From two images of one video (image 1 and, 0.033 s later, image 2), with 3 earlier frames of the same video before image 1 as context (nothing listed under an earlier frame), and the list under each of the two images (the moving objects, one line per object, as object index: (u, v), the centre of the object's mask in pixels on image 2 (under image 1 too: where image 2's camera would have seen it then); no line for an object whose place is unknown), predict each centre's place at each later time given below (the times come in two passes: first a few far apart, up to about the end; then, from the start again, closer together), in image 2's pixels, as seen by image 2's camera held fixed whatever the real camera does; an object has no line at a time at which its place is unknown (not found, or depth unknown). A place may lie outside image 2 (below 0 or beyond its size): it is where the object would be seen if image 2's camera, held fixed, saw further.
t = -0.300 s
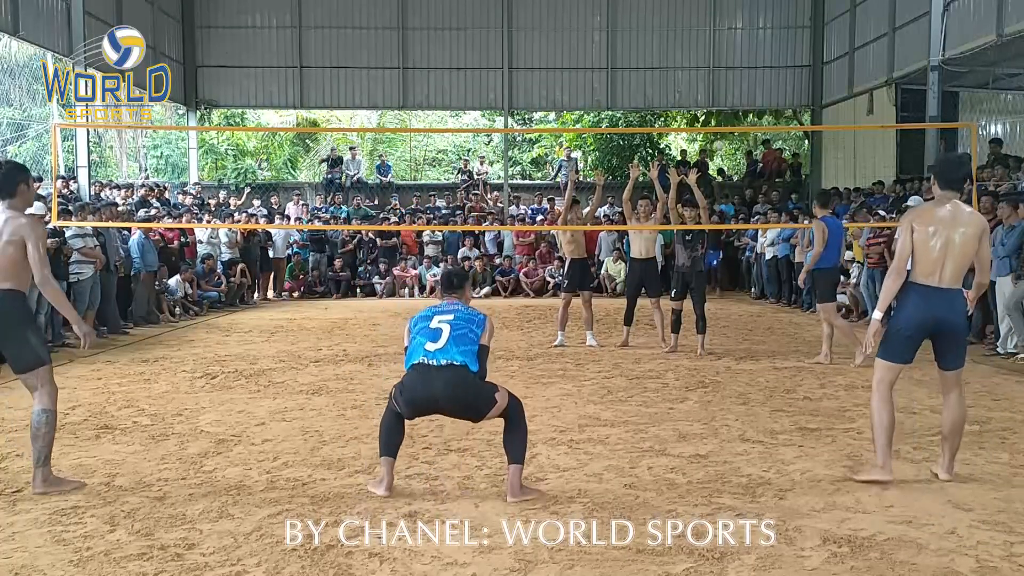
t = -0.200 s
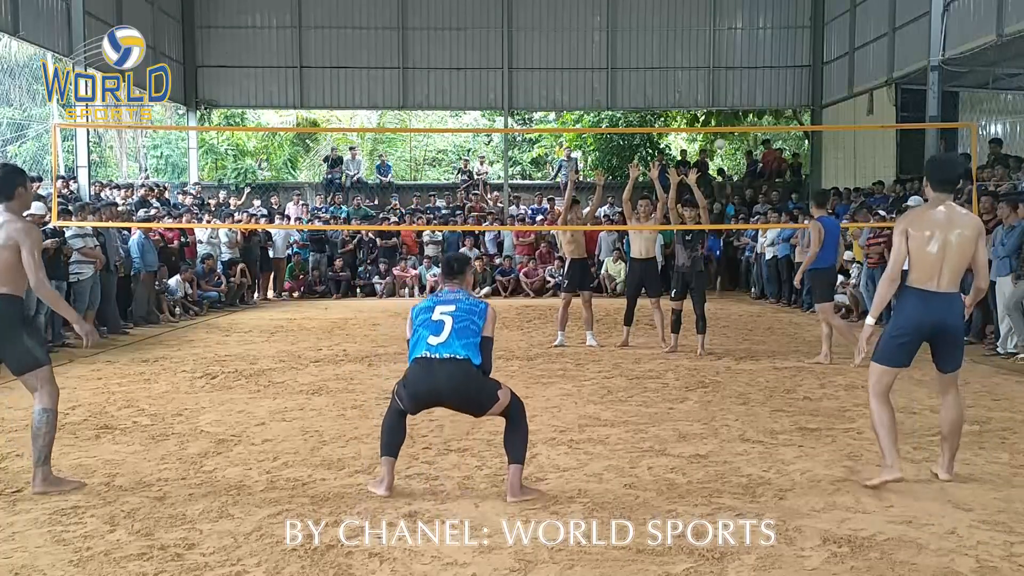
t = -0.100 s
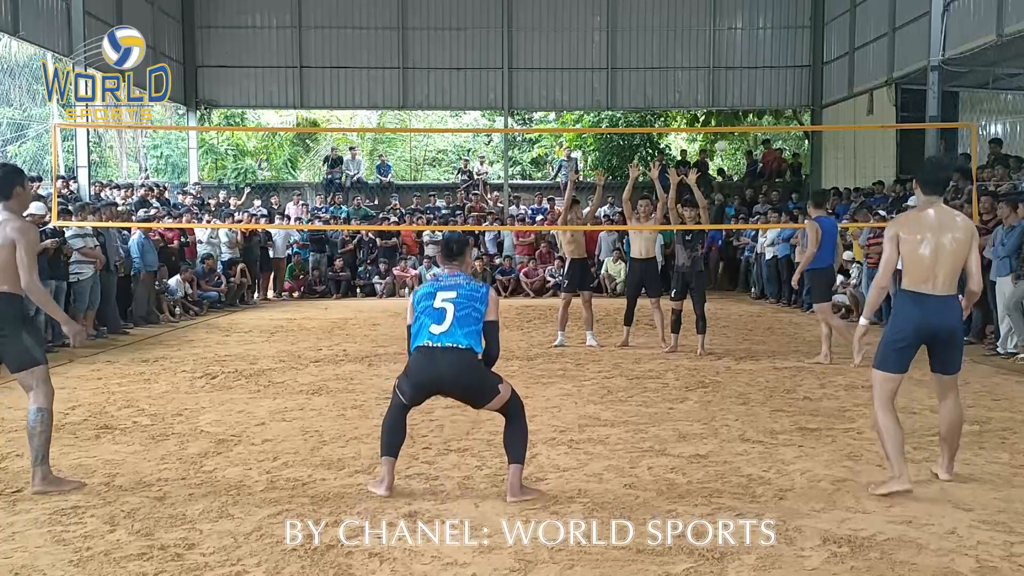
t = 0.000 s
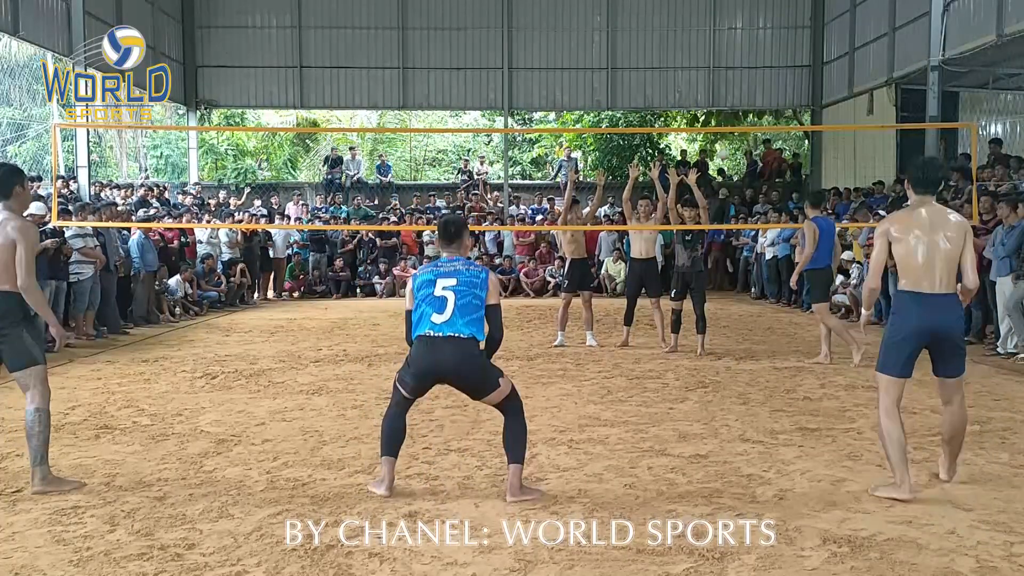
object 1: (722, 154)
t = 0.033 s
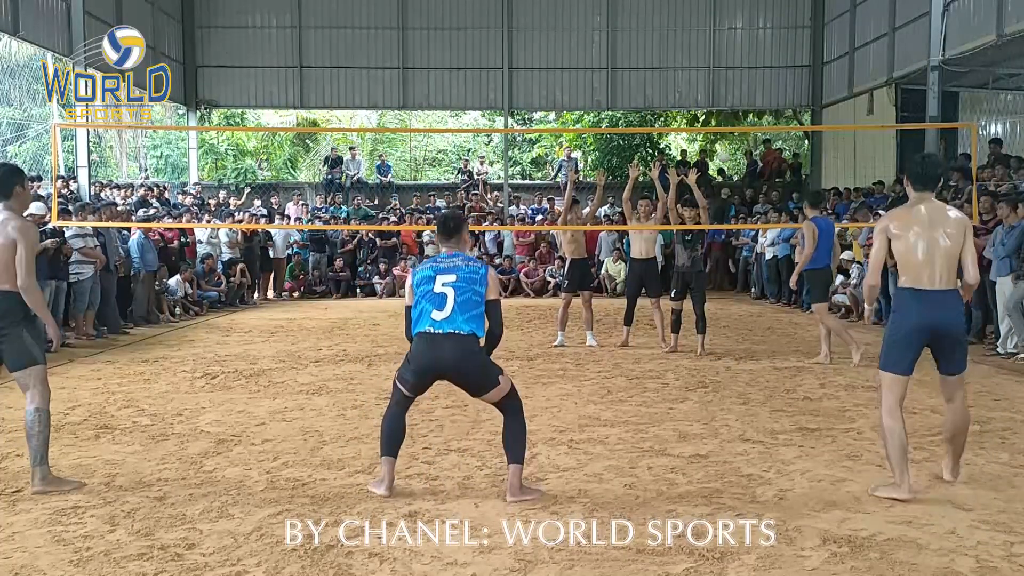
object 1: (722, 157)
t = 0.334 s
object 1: (764, 114)
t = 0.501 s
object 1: (800, 89)
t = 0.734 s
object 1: (884, 79)
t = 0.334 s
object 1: (764, 114)
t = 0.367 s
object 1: (770, 108)
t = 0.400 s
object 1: (777, 103)
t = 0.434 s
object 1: (785, 98)
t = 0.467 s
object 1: (792, 93)
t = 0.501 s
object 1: (800, 89)
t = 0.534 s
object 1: (810, 85)
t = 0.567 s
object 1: (819, 82)
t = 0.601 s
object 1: (830, 80)
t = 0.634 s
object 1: (841, 78)
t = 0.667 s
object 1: (854, 78)
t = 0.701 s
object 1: (868, 78)
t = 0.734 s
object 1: (884, 79)
